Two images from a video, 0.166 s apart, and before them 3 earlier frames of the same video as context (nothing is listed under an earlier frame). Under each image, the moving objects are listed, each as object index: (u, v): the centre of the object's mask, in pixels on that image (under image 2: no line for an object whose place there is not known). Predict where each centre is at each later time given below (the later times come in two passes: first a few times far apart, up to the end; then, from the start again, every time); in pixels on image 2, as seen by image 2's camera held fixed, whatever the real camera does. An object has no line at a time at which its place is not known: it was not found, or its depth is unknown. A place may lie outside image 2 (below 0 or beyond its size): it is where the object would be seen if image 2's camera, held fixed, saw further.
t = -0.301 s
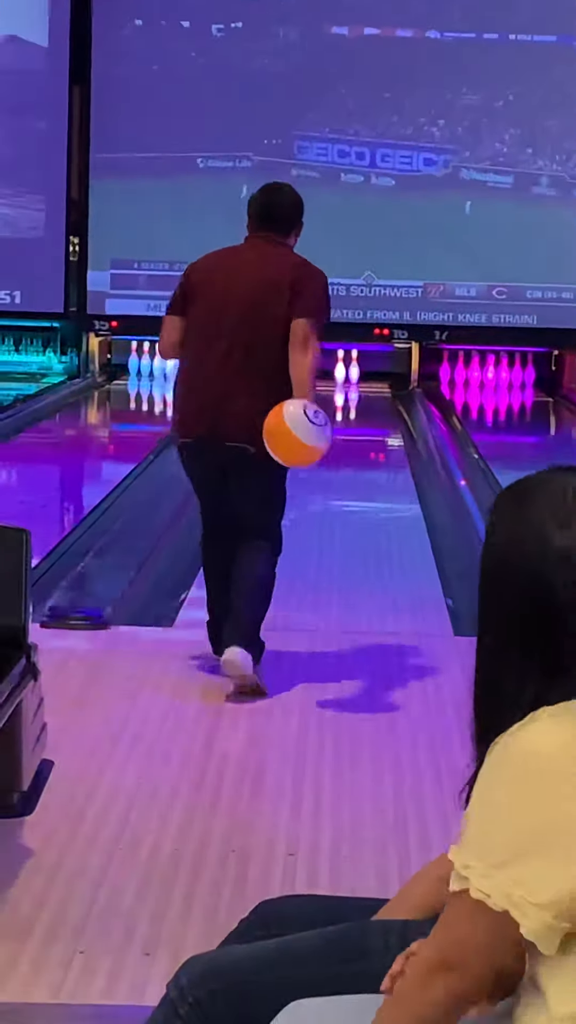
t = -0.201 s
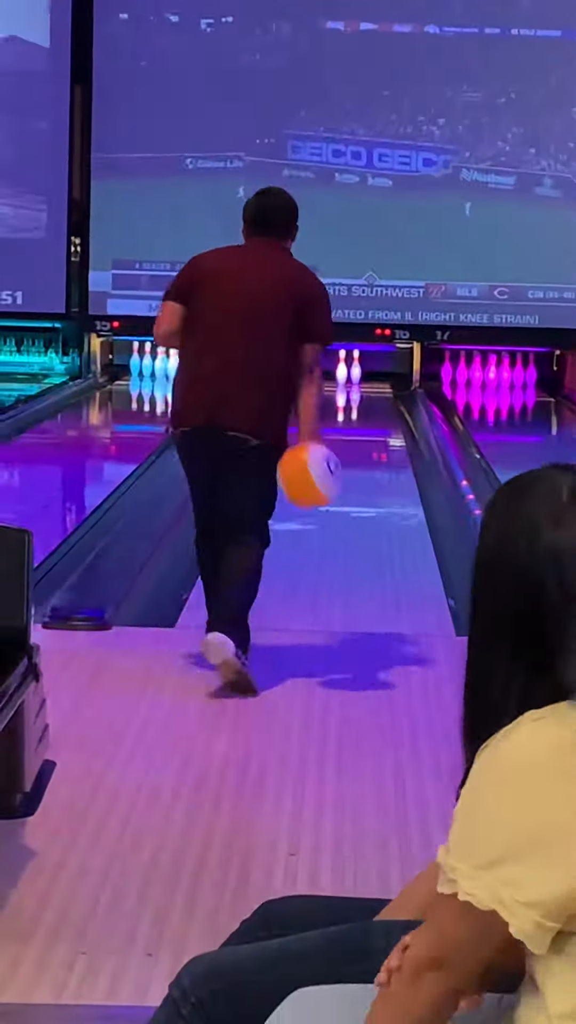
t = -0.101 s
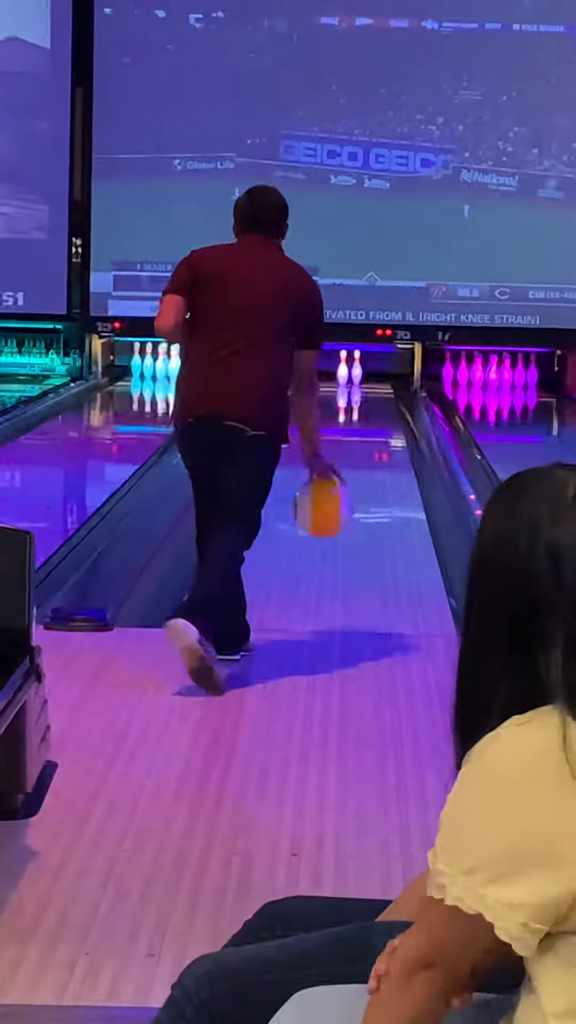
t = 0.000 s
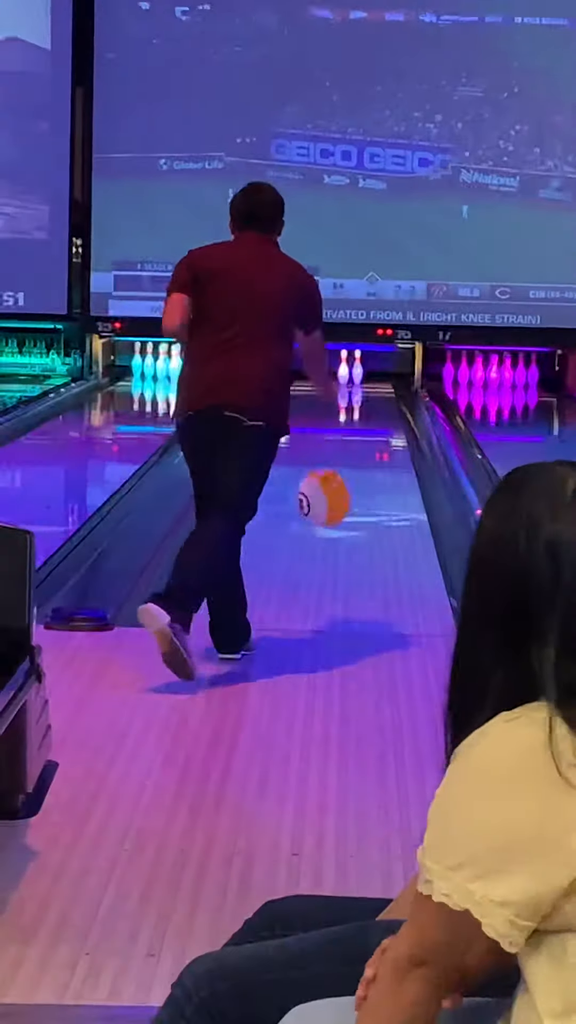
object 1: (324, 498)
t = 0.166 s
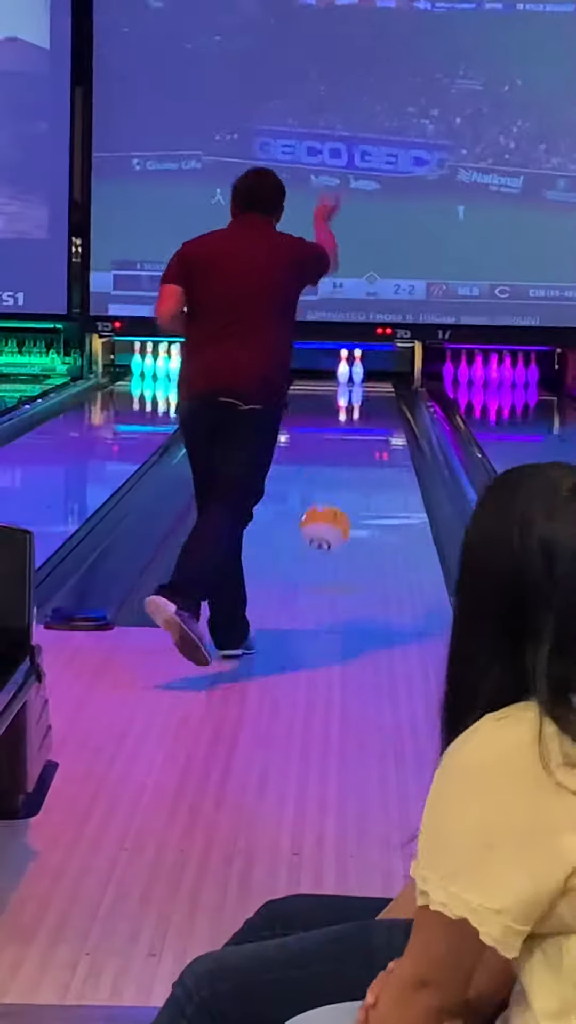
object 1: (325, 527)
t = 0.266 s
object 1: (325, 533)
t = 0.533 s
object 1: (324, 501)
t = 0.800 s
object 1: (324, 472)
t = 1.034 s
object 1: (324, 452)
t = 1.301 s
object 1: (325, 432)
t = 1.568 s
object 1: (324, 417)
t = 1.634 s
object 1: (325, 414)
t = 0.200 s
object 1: (325, 540)
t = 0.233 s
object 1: (324, 547)
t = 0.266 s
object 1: (325, 533)
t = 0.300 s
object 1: (325, 523)
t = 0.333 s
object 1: (325, 515)
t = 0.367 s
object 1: (325, 510)
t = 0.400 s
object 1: (324, 507)
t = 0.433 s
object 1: (323, 504)
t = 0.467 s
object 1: (324, 506)
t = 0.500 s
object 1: (324, 504)
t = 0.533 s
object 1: (324, 501)
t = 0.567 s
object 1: (325, 498)
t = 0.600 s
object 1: (325, 493)
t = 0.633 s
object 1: (324, 490)
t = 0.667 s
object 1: (325, 486)
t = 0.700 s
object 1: (326, 482)
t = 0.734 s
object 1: (325, 479)
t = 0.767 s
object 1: (324, 476)
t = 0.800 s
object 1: (324, 472)
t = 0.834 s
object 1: (324, 469)
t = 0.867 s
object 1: (324, 466)
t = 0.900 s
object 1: (324, 464)
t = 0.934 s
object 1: (324, 460)
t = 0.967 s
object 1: (324, 457)
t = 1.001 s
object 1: (325, 454)
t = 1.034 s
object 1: (324, 452)
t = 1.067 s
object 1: (324, 449)
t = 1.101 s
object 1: (324, 447)
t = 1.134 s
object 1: (324, 444)
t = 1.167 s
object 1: (324, 441)
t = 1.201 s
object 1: (325, 438)
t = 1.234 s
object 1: (326, 436)
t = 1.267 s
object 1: (326, 434)
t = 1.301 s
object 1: (325, 432)
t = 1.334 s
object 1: (325, 430)
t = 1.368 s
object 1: (325, 428)
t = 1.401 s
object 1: (325, 425)
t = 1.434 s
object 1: (325, 423)
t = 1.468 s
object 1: (325, 421)
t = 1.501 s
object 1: (325, 419)
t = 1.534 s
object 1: (325, 418)
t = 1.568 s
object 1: (324, 417)
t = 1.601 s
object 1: (325, 416)
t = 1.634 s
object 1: (325, 414)
